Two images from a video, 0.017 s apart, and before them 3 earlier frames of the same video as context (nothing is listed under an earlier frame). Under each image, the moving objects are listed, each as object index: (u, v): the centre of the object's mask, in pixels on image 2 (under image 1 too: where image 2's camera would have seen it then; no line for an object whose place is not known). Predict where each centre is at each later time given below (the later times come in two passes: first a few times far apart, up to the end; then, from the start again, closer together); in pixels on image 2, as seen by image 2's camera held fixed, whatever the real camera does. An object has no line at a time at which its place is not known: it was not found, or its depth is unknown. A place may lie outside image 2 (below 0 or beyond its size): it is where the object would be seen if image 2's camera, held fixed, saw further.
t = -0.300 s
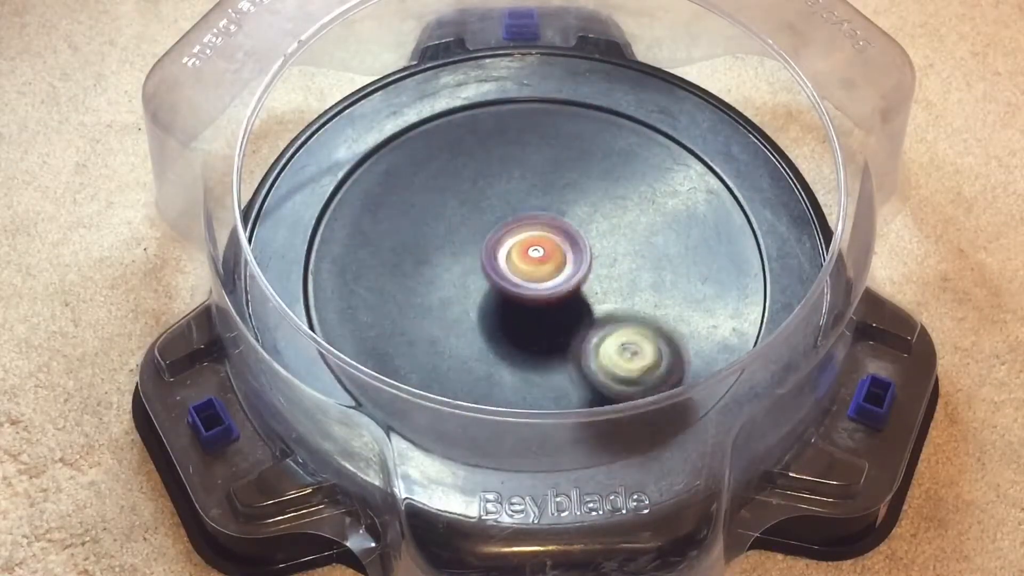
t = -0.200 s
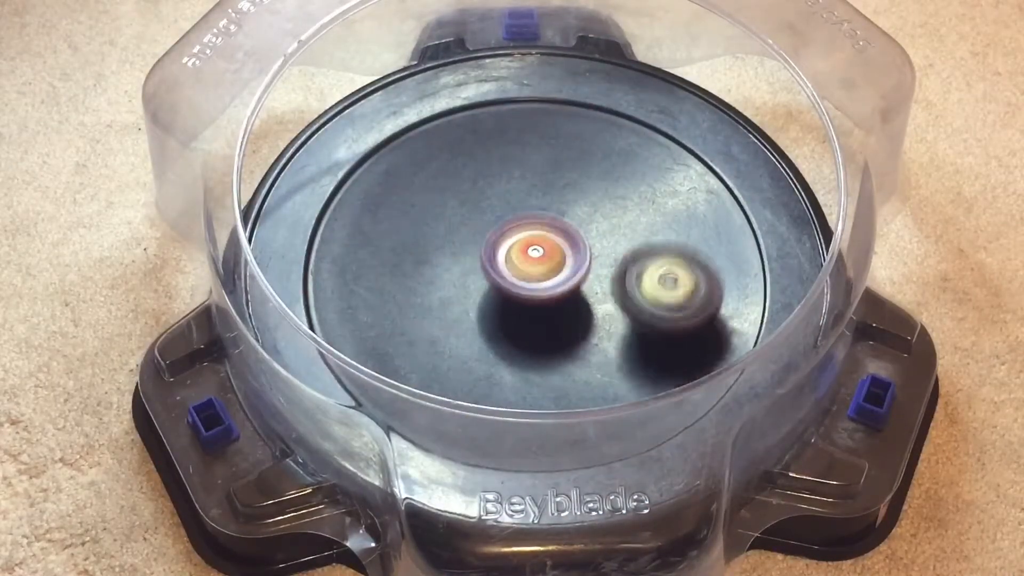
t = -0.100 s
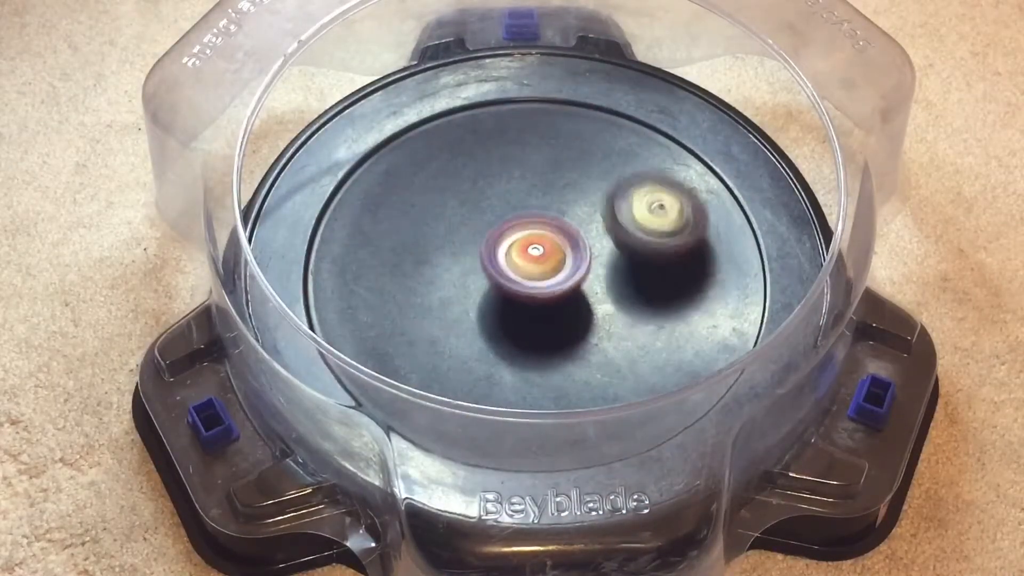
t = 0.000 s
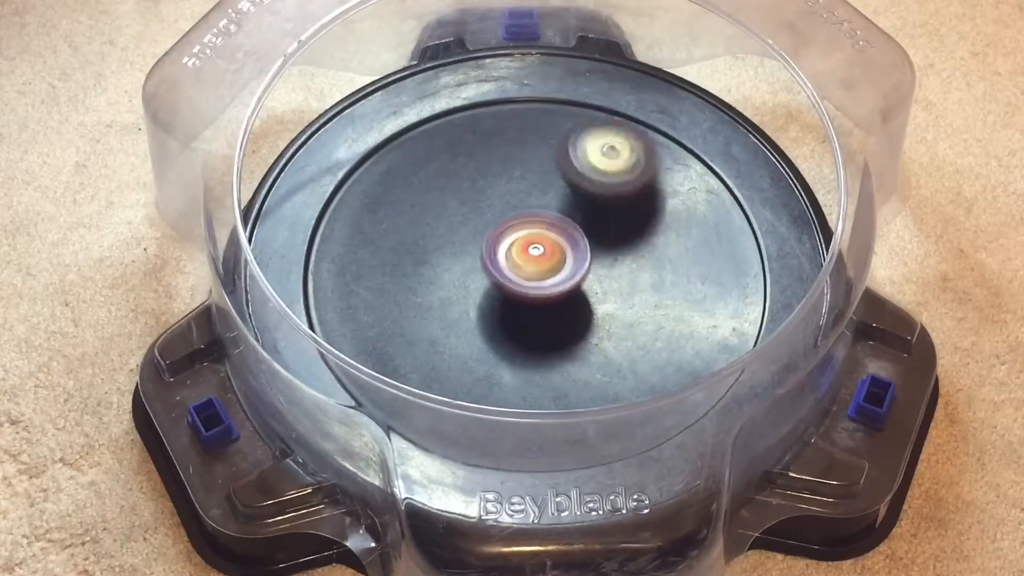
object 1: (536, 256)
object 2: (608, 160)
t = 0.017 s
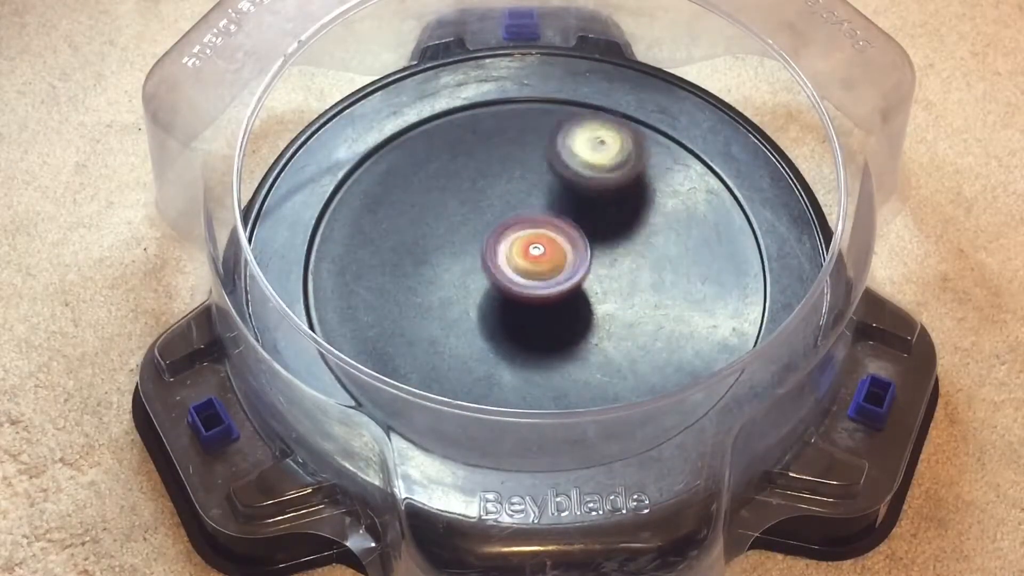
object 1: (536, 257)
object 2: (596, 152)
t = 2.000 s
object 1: (535, 262)
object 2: (662, 263)
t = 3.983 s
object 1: (538, 264)
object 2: (595, 367)
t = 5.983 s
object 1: (561, 347)
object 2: (424, 290)
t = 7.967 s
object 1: (454, 212)
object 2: (630, 308)
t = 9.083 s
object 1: (523, 316)
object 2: (596, 245)
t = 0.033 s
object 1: (537, 256)
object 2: (588, 146)
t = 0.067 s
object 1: (537, 256)
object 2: (565, 134)
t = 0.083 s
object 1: (537, 257)
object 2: (551, 130)
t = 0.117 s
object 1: (537, 257)
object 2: (525, 125)
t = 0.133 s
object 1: (537, 257)
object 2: (511, 124)
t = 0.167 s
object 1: (537, 257)
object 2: (485, 126)
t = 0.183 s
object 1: (538, 258)
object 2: (472, 129)
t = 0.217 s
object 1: (538, 259)
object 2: (447, 135)
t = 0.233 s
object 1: (537, 258)
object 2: (435, 142)
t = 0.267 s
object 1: (538, 259)
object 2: (416, 157)
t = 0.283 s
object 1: (538, 259)
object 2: (407, 166)
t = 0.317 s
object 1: (538, 259)
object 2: (394, 185)
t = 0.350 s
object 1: (538, 258)
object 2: (384, 208)
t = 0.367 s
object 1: (538, 259)
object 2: (382, 220)
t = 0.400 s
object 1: (538, 259)
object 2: (384, 245)
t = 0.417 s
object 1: (538, 259)
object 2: (386, 260)
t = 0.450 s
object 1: (538, 259)
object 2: (395, 284)
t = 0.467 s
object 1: (538, 259)
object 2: (404, 298)
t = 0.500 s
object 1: (538, 260)
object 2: (424, 320)
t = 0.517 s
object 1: (538, 260)
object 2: (434, 330)
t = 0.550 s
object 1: (539, 259)
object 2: (461, 344)
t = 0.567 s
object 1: (539, 259)
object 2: (479, 349)
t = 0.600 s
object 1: (538, 258)
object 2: (511, 357)
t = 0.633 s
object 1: (538, 259)
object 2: (543, 363)
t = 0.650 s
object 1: (538, 258)
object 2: (558, 366)
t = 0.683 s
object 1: (539, 259)
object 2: (590, 362)
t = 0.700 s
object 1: (539, 259)
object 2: (605, 358)
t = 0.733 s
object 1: (539, 259)
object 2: (634, 348)
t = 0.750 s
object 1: (538, 259)
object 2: (646, 341)
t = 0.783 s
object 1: (538, 259)
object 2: (669, 326)
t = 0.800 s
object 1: (538, 259)
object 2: (679, 318)
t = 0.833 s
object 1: (538, 259)
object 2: (696, 299)
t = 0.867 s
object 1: (538, 260)
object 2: (707, 279)
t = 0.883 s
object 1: (537, 259)
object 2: (711, 267)
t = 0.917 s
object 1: (538, 260)
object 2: (713, 244)
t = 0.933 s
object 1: (537, 260)
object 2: (712, 234)
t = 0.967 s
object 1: (537, 260)
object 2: (705, 213)
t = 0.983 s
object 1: (537, 260)
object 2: (700, 204)
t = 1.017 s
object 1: (537, 260)
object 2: (685, 186)
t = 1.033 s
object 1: (537, 260)
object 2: (675, 177)
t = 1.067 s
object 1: (536, 260)
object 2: (654, 164)
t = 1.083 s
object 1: (536, 260)
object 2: (641, 158)
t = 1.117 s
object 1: (536, 260)
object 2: (616, 151)
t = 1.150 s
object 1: (537, 260)
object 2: (591, 146)
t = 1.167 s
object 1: (536, 259)
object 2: (576, 146)
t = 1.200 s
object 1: (536, 259)
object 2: (545, 149)
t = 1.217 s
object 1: (536, 259)
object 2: (532, 152)
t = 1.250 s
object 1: (535, 259)
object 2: (505, 161)
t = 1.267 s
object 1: (535, 259)
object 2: (491, 164)
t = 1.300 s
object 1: (535, 260)
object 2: (469, 179)
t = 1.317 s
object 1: (536, 260)
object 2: (460, 185)
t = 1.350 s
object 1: (536, 261)
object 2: (438, 204)
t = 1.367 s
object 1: (536, 260)
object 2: (430, 213)
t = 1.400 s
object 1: (536, 260)
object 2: (416, 234)
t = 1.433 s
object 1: (535, 259)
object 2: (406, 255)
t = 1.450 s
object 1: (536, 260)
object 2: (404, 265)
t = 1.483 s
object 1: (535, 260)
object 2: (401, 287)
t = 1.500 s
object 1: (536, 260)
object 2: (402, 301)
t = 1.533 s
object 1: (536, 260)
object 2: (407, 323)
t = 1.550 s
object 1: (536, 261)
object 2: (412, 332)
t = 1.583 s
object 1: (536, 260)
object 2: (426, 347)
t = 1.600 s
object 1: (536, 261)
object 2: (435, 354)
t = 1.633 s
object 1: (536, 261)
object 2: (459, 368)
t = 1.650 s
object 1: (536, 261)
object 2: (473, 372)
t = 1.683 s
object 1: (536, 261)
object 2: (497, 379)
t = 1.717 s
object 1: (537, 261)
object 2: (526, 384)
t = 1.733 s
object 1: (537, 261)
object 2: (540, 384)
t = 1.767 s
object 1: (537, 261)
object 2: (570, 381)
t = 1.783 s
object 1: (537, 261)
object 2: (584, 378)
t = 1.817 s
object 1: (537, 262)
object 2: (608, 370)
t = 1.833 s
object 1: (537, 261)
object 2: (621, 363)
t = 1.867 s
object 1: (537, 262)
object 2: (640, 351)
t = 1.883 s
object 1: (537, 262)
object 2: (647, 343)
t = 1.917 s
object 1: (537, 262)
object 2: (657, 320)
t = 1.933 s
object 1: (537, 262)
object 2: (661, 309)
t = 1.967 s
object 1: (536, 262)
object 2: (663, 286)
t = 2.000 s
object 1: (535, 262)
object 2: (662, 263)
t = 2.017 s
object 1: (535, 262)
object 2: (658, 251)
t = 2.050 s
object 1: (535, 262)
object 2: (649, 230)
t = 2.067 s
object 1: (535, 262)
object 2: (643, 220)
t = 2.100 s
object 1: (534, 263)
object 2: (629, 201)
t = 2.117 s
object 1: (534, 262)
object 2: (620, 192)
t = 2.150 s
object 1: (534, 262)
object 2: (602, 177)
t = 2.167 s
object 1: (534, 262)
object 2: (593, 170)
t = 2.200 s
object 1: (534, 261)
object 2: (572, 161)
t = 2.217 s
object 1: (533, 261)
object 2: (560, 156)
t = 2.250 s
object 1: (533, 260)
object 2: (536, 149)
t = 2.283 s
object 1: (532, 260)
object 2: (511, 146)
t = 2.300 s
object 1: (532, 260)
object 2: (499, 146)
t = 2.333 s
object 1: (531, 260)
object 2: (476, 145)
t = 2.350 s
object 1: (532, 260)
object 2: (465, 149)
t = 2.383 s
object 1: (531, 260)
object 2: (440, 157)
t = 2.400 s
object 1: (532, 260)
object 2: (430, 163)
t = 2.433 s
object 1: (532, 260)
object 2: (411, 176)
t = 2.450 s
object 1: (532, 260)
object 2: (404, 184)
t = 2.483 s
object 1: (533, 260)
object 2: (393, 202)
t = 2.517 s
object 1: (532, 259)
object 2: (387, 224)
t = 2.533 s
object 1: (533, 260)
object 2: (385, 232)
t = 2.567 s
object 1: (533, 259)
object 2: (387, 255)
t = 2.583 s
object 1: (534, 260)
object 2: (390, 267)
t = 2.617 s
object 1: (533, 258)
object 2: (402, 291)
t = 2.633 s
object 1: (534, 259)
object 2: (409, 299)
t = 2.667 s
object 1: (534, 259)
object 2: (428, 318)
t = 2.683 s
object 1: (535, 259)
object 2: (440, 329)
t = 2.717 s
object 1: (536, 259)
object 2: (466, 341)
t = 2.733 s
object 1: (536, 259)
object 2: (480, 345)
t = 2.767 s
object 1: (537, 258)
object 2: (509, 353)
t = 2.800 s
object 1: (537, 258)
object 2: (536, 352)
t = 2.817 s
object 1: (538, 258)
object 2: (552, 353)
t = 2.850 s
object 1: (538, 258)
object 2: (580, 349)
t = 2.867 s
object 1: (539, 258)
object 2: (593, 345)
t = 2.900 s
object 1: (539, 258)
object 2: (619, 336)
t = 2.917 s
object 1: (540, 258)
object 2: (633, 331)
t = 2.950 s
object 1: (540, 259)
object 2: (653, 316)
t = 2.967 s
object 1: (541, 258)
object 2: (662, 308)
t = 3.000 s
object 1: (541, 259)
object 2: (677, 290)
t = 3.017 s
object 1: (541, 258)
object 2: (683, 282)
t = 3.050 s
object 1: (541, 258)
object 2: (692, 262)
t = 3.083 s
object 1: (541, 258)
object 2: (694, 241)
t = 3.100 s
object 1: (542, 258)
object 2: (693, 232)
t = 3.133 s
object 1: (542, 258)
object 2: (686, 213)
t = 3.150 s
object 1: (542, 258)
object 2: (682, 205)
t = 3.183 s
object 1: (542, 258)
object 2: (669, 188)
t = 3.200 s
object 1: (542, 258)
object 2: (660, 182)
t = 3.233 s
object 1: (543, 258)
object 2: (642, 169)
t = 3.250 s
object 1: (542, 258)
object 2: (633, 163)
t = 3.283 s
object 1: (543, 256)
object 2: (610, 157)
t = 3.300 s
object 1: (543, 257)
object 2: (598, 154)
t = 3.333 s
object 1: (543, 257)
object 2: (572, 152)
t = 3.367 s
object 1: (544, 257)
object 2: (548, 153)
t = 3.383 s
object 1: (543, 257)
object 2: (536, 157)
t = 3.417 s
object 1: (543, 257)
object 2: (512, 163)
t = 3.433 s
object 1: (543, 258)
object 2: (498, 169)
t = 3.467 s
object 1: (543, 259)
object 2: (478, 183)
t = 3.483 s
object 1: (543, 260)
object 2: (469, 187)
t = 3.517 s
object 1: (544, 261)
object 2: (451, 203)
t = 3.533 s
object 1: (544, 260)
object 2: (443, 212)
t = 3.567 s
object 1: (544, 260)
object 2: (430, 230)
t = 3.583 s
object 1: (544, 260)
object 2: (425, 239)
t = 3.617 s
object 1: (544, 261)
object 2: (417, 260)
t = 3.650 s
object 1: (544, 262)
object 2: (415, 279)
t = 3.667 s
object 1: (544, 261)
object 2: (415, 291)
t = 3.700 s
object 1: (543, 263)
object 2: (419, 311)
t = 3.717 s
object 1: (543, 262)
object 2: (423, 321)
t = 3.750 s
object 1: (543, 262)
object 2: (434, 339)
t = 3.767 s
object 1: (542, 263)
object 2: (442, 348)
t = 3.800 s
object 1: (542, 263)
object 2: (462, 360)
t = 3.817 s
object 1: (542, 263)
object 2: (472, 363)
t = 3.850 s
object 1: (541, 263)
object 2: (497, 370)
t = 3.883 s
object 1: (540, 263)
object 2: (520, 375)
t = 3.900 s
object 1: (540, 263)
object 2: (534, 375)
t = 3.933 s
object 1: (539, 263)
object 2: (561, 374)
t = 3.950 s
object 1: (539, 263)
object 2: (572, 372)
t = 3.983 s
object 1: (538, 264)
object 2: (595, 367)
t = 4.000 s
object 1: (538, 263)
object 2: (608, 363)
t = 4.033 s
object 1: (537, 263)
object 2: (626, 351)
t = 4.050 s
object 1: (536, 263)
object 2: (635, 341)
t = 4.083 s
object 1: (536, 263)
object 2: (646, 321)
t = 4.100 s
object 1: (536, 263)
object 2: (650, 310)
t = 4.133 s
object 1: (535, 263)
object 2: (654, 290)
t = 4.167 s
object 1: (535, 263)
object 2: (653, 269)
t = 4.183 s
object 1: (534, 263)
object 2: (651, 260)
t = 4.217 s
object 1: (532, 263)
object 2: (645, 241)
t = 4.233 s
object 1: (530, 264)
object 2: (642, 231)
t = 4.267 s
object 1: (526, 264)
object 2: (635, 215)
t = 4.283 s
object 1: (524, 264)
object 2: (630, 207)
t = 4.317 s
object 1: (521, 264)
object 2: (617, 189)
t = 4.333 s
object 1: (520, 263)
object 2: (609, 182)
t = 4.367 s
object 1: (518, 263)
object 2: (592, 170)
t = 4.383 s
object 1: (517, 263)
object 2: (582, 164)
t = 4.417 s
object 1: (516, 263)
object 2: (560, 154)
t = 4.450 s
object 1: (514, 261)
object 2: (539, 151)
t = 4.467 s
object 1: (515, 262)
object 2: (529, 147)
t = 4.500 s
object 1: (513, 261)
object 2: (507, 149)
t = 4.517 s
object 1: (514, 261)
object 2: (497, 149)
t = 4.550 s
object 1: (514, 261)
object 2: (475, 155)
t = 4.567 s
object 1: (514, 260)
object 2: (463, 158)
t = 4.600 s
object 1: (515, 261)
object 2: (444, 169)
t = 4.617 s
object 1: (515, 261)
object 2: (437, 175)
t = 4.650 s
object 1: (517, 261)
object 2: (425, 195)
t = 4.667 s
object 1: (518, 262)
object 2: (419, 202)
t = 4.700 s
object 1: (519, 261)
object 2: (411, 221)
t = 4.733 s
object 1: (521, 262)
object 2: (408, 242)
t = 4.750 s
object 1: (525, 262)
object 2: (409, 250)
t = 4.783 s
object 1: (528, 262)
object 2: (413, 271)
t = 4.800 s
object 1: (530, 262)
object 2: (417, 281)
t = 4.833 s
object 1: (534, 262)
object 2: (429, 300)
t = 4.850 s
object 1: (535, 263)
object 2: (436, 308)
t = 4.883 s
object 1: (537, 262)
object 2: (451, 323)
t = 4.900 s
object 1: (540, 263)
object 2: (463, 330)
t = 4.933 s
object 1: (544, 262)
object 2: (485, 342)
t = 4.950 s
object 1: (545, 261)
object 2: (498, 346)
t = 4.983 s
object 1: (547, 260)
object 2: (523, 351)
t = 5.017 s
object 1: (549, 260)
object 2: (551, 353)
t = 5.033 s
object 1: (549, 259)
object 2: (563, 352)
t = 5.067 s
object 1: (551, 258)
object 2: (586, 349)
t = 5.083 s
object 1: (551, 259)
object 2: (598, 345)
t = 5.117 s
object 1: (552, 257)
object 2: (621, 336)
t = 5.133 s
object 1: (553, 256)
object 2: (632, 332)
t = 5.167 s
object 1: (554, 254)
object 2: (650, 318)
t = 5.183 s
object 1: (553, 252)
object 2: (656, 313)
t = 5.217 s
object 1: (554, 251)
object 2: (669, 296)
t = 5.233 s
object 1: (554, 251)
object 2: (674, 287)
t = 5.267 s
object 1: (554, 250)
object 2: (680, 269)
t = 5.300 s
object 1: (554, 250)
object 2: (679, 253)
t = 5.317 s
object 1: (555, 250)
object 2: (677, 244)
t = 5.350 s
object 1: (554, 250)
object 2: (671, 228)
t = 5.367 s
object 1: (554, 250)
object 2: (667, 222)
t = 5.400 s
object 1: (553, 251)
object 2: (653, 206)
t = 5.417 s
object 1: (551, 253)
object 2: (646, 199)
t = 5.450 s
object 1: (543, 255)
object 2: (635, 186)
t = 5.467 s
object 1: (539, 256)
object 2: (629, 180)
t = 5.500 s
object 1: (534, 258)
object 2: (611, 171)
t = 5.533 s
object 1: (530, 260)
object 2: (591, 163)
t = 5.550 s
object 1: (528, 260)
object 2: (581, 161)
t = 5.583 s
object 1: (526, 261)
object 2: (561, 160)
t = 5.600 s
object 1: (526, 262)
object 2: (549, 161)
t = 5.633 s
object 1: (525, 263)
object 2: (528, 164)
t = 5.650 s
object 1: (524, 263)
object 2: (517, 168)
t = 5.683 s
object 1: (523, 268)
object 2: (499, 176)
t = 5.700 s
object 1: (522, 271)
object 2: (490, 180)
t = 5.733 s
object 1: (521, 280)
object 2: (473, 187)
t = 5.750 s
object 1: (522, 283)
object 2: (465, 194)
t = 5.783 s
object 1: (522, 291)
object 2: (451, 206)
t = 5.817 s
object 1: (521, 296)
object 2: (439, 223)
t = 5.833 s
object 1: (521, 302)
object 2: (436, 230)
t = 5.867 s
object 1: (524, 310)
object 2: (428, 243)
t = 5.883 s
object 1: (525, 313)
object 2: (425, 252)
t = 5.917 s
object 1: (529, 323)
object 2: (423, 267)
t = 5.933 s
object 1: (537, 330)
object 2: (421, 272)
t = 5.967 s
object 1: (553, 342)
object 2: (421, 283)
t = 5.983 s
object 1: (561, 347)
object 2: (424, 290)
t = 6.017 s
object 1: (576, 357)
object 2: (434, 302)
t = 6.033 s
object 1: (581, 359)
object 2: (440, 307)
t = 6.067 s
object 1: (590, 363)
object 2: (456, 316)
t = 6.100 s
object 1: (598, 366)
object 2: (476, 322)
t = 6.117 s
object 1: (601, 367)
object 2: (487, 322)
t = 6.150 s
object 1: (608, 367)
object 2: (504, 320)
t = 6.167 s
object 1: (614, 368)
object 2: (510, 315)
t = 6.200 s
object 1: (622, 368)
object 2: (520, 304)
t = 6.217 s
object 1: (625, 368)
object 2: (525, 298)
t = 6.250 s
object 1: (627, 367)
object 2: (532, 284)
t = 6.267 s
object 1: (628, 366)
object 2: (535, 277)
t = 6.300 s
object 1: (627, 363)
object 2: (540, 261)
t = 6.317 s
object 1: (626, 362)
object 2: (539, 255)
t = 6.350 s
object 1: (623, 358)
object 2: (541, 240)
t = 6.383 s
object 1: (618, 353)
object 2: (539, 225)
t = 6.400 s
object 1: (614, 349)
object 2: (537, 220)
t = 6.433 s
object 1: (606, 338)
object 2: (533, 206)
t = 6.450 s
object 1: (602, 333)
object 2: (528, 201)
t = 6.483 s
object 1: (594, 323)
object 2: (522, 190)
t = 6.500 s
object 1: (589, 318)
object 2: (515, 184)
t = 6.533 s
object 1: (579, 309)
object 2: (505, 180)
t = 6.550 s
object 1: (574, 305)
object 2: (500, 178)
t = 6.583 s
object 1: (562, 299)
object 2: (488, 177)
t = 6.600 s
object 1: (556, 296)
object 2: (482, 177)
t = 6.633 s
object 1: (543, 291)
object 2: (476, 181)
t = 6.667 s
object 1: (530, 287)
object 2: (470, 190)
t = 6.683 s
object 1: (524, 284)
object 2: (469, 194)
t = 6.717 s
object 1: (521, 308)
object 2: (464, 182)
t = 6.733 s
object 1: (522, 323)
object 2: (456, 168)
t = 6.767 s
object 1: (531, 358)
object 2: (448, 147)
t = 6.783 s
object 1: (538, 370)
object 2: (443, 135)
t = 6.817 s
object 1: (544, 394)
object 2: (439, 121)
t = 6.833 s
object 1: (546, 407)
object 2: (435, 115)
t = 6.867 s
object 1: (553, 421)
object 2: (432, 109)
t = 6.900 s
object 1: (558, 426)
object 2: (432, 107)
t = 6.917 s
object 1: (561, 429)
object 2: (434, 110)
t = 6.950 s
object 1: (563, 429)
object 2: (438, 115)
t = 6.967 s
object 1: (565, 429)
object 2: (443, 121)
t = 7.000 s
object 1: (567, 423)
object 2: (449, 130)
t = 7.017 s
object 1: (568, 420)
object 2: (456, 137)
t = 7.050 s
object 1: (569, 411)
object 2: (466, 147)
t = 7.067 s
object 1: (570, 404)
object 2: (475, 153)
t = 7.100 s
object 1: (566, 394)
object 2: (486, 162)
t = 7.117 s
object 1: (565, 380)
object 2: (496, 169)
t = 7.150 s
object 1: (564, 369)
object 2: (510, 178)
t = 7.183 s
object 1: (559, 355)
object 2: (527, 187)
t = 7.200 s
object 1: (559, 345)
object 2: (535, 192)
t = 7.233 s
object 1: (555, 329)
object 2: (551, 201)
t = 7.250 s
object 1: (551, 322)
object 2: (558, 204)
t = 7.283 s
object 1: (544, 312)
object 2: (573, 211)
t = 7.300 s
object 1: (539, 306)
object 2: (581, 215)
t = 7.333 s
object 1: (529, 295)
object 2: (594, 222)
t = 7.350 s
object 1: (515, 293)
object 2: (609, 221)
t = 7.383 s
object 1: (486, 294)
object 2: (643, 211)
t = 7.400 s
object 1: (476, 292)
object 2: (659, 208)
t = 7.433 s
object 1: (462, 287)
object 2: (684, 204)
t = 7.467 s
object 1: (446, 281)
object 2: (701, 203)
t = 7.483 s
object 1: (439, 278)
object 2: (708, 203)
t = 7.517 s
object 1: (429, 272)
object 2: (718, 204)
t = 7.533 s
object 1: (422, 268)
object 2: (723, 204)
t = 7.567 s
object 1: (413, 260)
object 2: (731, 208)
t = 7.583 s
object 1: (408, 258)
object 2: (734, 211)
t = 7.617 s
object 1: (401, 251)
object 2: (738, 218)
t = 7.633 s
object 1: (399, 248)
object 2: (738, 220)
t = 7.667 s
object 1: (395, 241)
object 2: (738, 228)
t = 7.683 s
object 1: (394, 238)
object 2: (734, 233)
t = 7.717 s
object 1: (395, 234)
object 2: (729, 242)
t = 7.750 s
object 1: (397, 229)
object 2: (721, 253)
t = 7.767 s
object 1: (400, 228)
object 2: (717, 260)
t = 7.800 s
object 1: (405, 224)
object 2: (706, 269)
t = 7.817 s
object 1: (408, 223)
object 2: (700, 275)
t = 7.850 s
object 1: (417, 221)
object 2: (686, 285)
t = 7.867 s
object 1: (418, 220)
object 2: (678, 291)
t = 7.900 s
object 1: (431, 217)
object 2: (664, 297)
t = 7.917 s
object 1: (434, 216)
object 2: (654, 301)
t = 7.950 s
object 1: (447, 212)
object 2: (638, 308)
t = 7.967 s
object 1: (454, 212)
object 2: (630, 308)
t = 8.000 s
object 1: (465, 209)
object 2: (611, 313)
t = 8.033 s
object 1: (480, 208)
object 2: (593, 318)
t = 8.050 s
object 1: (486, 208)
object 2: (585, 317)
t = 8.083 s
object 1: (501, 209)
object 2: (570, 317)
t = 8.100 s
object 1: (508, 209)
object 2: (560, 317)
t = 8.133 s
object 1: (522, 211)
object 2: (542, 312)
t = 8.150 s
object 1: (530, 213)
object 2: (533, 307)
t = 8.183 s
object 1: (544, 213)
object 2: (513, 304)
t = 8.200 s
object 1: (553, 215)
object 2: (504, 302)
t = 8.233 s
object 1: (566, 217)
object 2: (485, 296)
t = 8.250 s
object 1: (572, 218)
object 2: (476, 292)
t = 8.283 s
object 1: (587, 221)
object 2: (464, 284)
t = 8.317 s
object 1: (600, 226)
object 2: (453, 276)
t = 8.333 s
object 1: (606, 227)
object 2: (448, 273)
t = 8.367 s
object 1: (616, 231)
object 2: (439, 262)
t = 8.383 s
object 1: (623, 235)
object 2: (438, 259)
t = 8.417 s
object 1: (632, 240)
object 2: (433, 250)
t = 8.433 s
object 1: (637, 244)
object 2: (431, 245)
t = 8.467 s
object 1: (646, 250)
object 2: (430, 236)
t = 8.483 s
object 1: (649, 253)
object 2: (431, 233)
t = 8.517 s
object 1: (657, 260)
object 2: (433, 225)
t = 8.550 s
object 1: (661, 268)
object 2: (436, 216)
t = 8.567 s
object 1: (662, 272)
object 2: (439, 211)
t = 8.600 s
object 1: (663, 277)
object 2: (444, 203)
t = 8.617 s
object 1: (662, 282)
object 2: (449, 200)
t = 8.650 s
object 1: (661, 288)
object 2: (457, 195)
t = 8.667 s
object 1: (659, 291)
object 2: (462, 191)
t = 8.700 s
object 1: (655, 298)
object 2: (474, 187)
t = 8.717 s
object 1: (652, 300)
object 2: (478, 186)
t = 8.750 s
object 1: (644, 307)
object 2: (490, 184)
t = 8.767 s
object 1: (641, 308)
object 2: (498, 184)
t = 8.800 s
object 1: (630, 314)
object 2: (509, 184)
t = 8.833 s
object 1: (620, 319)
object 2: (523, 187)
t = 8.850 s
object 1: (614, 321)
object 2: (527, 188)
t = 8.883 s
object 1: (602, 324)
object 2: (540, 192)
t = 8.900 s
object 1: (594, 327)
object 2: (546, 196)
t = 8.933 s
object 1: (582, 326)
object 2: (556, 202)
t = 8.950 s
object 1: (574, 328)
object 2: (563, 206)
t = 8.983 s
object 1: (562, 325)
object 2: (571, 214)
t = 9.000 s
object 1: (554, 325)
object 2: (576, 218)
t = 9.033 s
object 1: (542, 323)
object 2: (585, 229)
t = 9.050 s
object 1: (534, 321)
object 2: (588, 234)
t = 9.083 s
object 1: (523, 316)
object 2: (596, 245)
